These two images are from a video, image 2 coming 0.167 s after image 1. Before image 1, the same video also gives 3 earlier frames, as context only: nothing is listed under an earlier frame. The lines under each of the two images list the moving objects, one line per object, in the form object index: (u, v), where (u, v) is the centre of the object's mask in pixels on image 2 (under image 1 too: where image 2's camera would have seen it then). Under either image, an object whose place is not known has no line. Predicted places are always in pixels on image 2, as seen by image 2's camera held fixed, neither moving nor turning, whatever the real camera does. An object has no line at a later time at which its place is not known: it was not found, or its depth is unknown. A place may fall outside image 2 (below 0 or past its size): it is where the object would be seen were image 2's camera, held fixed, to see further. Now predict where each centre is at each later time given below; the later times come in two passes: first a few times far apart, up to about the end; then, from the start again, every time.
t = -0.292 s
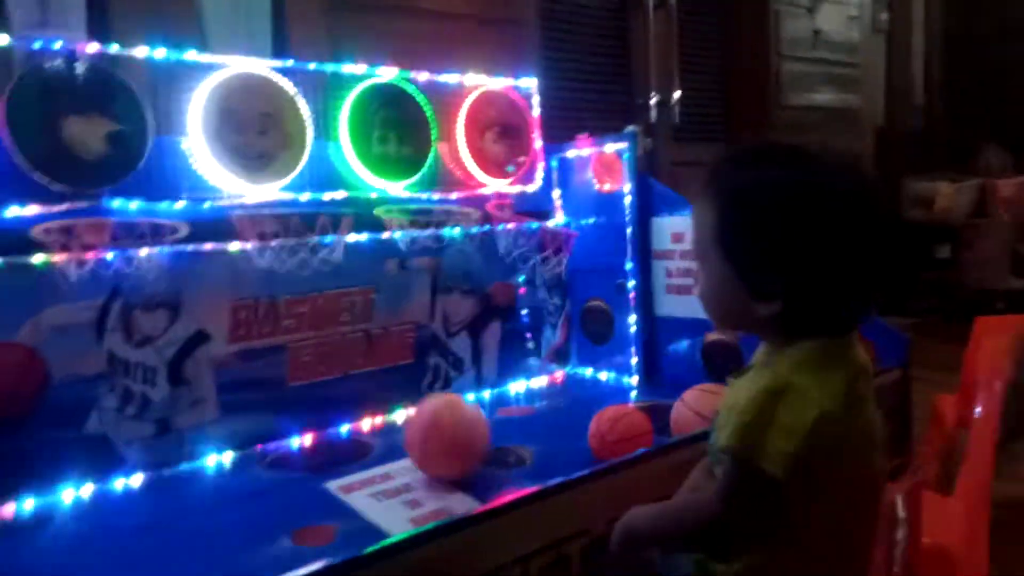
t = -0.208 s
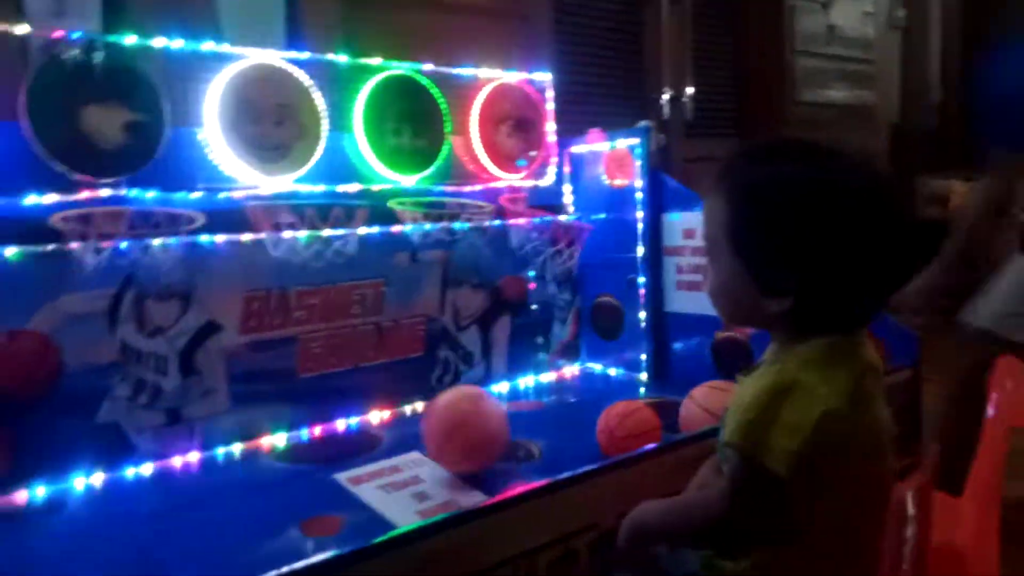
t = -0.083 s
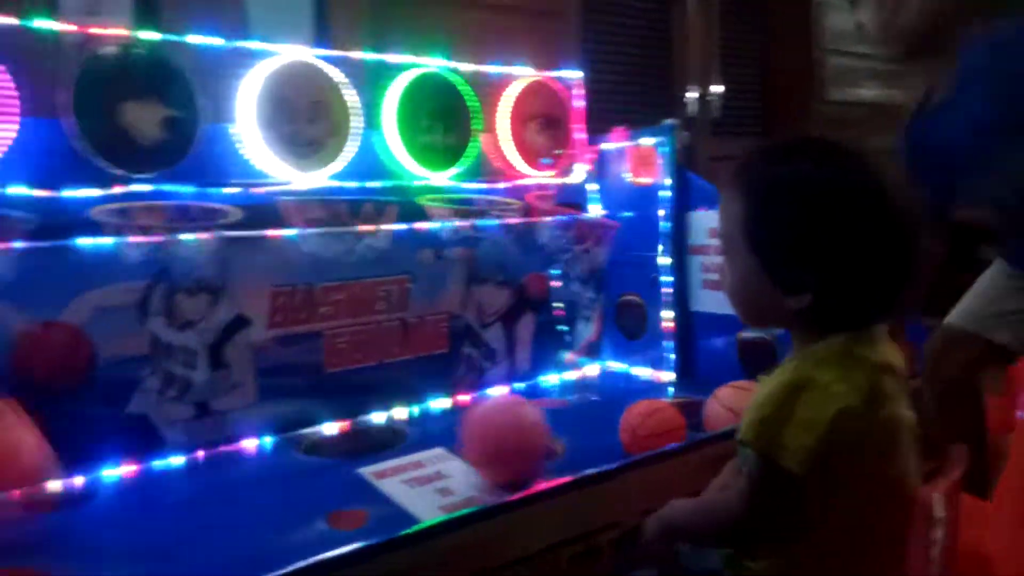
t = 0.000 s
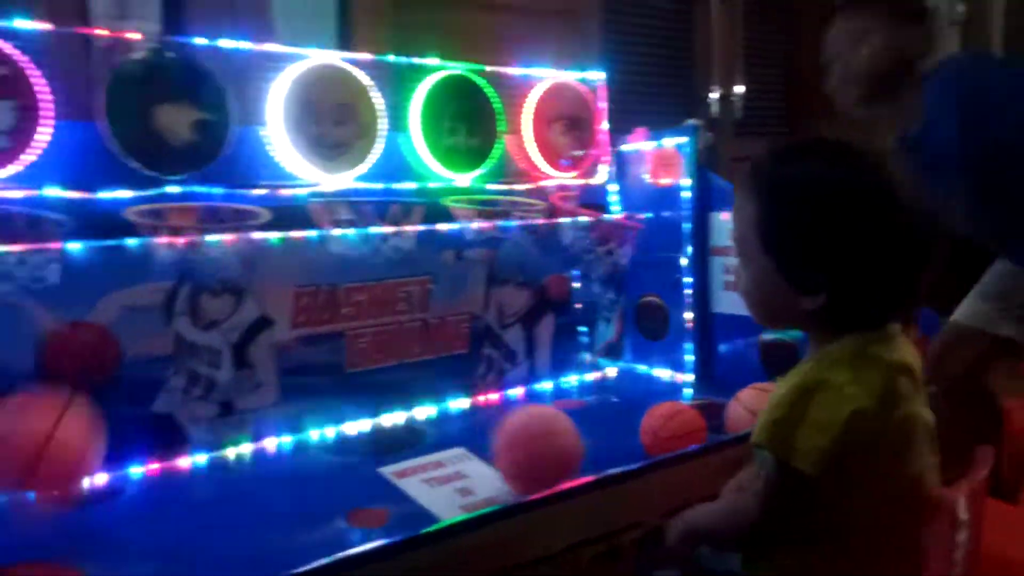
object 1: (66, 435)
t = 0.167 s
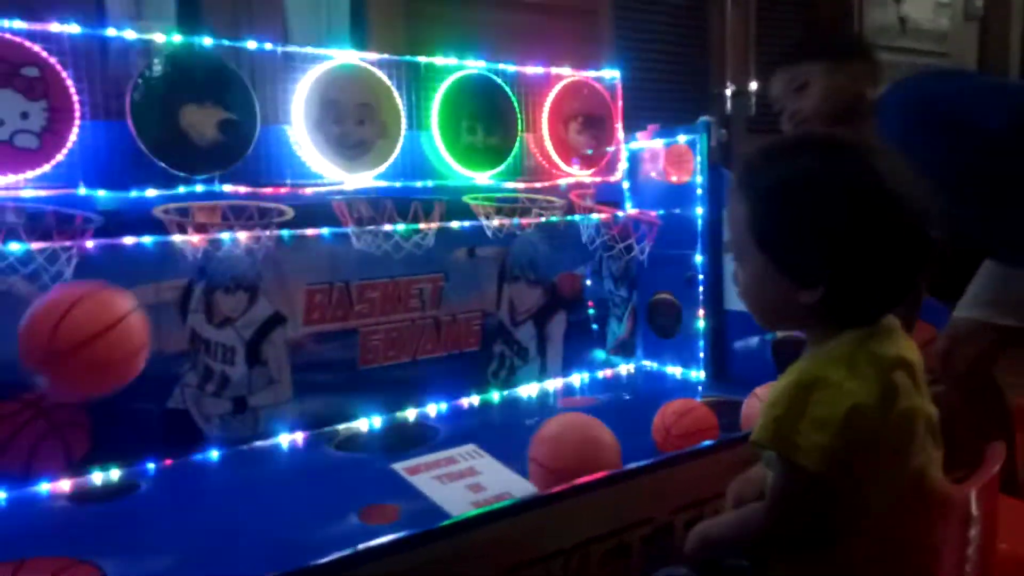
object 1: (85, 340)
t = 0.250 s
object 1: (116, 344)
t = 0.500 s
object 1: (213, 521)
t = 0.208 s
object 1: (105, 335)
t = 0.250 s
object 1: (116, 344)
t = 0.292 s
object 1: (129, 364)
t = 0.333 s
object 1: (144, 391)
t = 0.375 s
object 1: (159, 428)
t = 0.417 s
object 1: (180, 484)
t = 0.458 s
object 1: (195, 538)
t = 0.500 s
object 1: (213, 521)
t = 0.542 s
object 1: (229, 486)
